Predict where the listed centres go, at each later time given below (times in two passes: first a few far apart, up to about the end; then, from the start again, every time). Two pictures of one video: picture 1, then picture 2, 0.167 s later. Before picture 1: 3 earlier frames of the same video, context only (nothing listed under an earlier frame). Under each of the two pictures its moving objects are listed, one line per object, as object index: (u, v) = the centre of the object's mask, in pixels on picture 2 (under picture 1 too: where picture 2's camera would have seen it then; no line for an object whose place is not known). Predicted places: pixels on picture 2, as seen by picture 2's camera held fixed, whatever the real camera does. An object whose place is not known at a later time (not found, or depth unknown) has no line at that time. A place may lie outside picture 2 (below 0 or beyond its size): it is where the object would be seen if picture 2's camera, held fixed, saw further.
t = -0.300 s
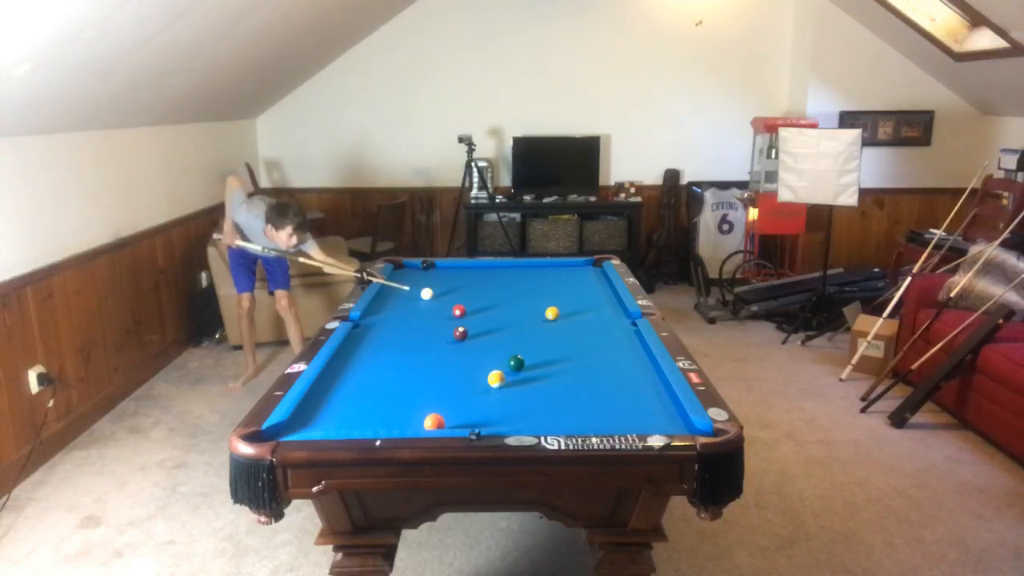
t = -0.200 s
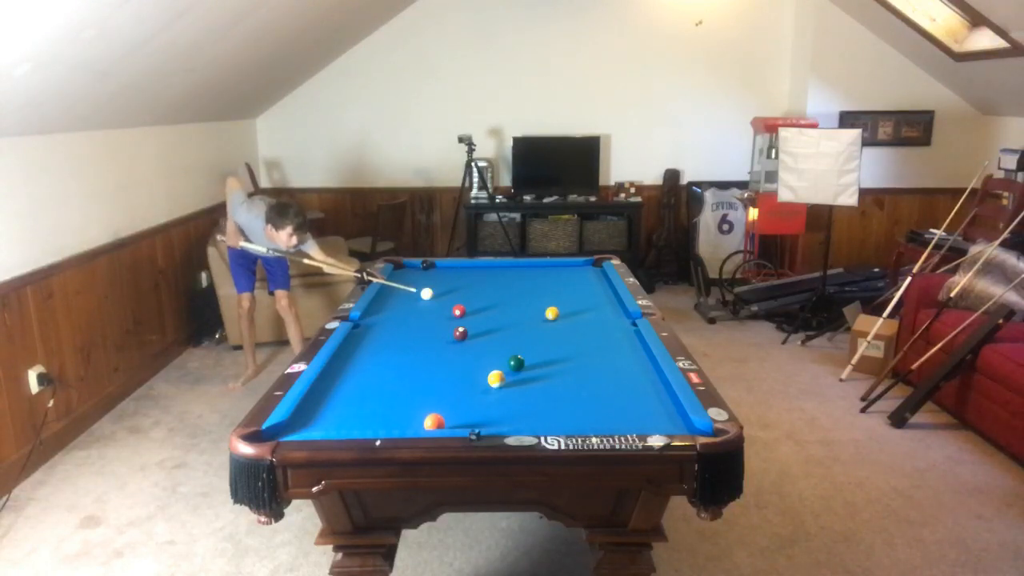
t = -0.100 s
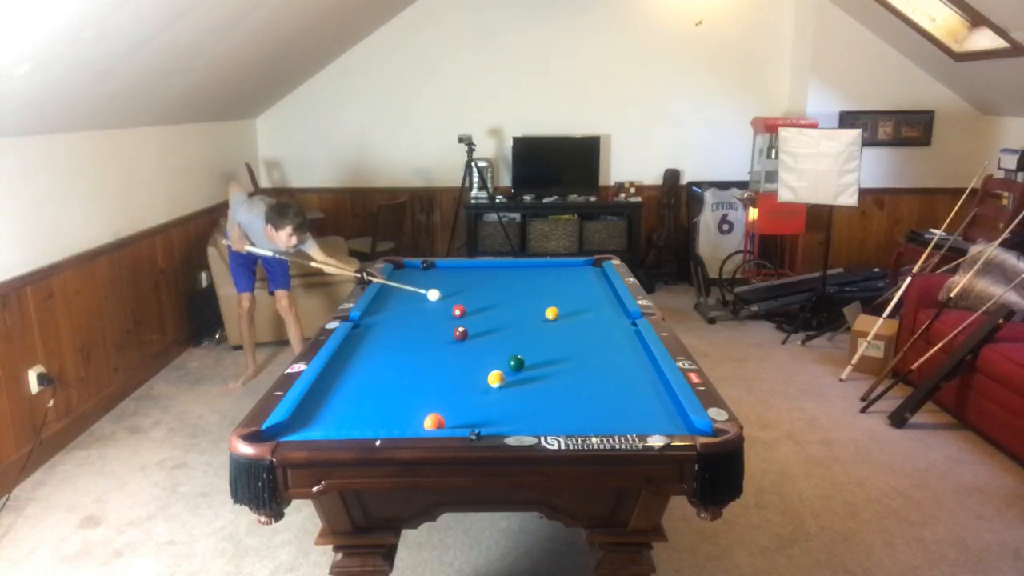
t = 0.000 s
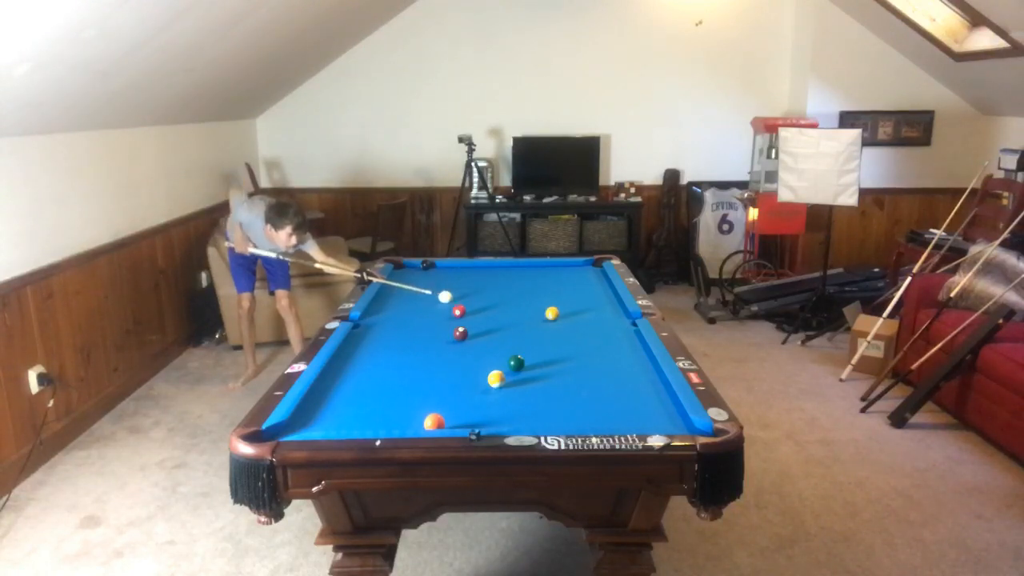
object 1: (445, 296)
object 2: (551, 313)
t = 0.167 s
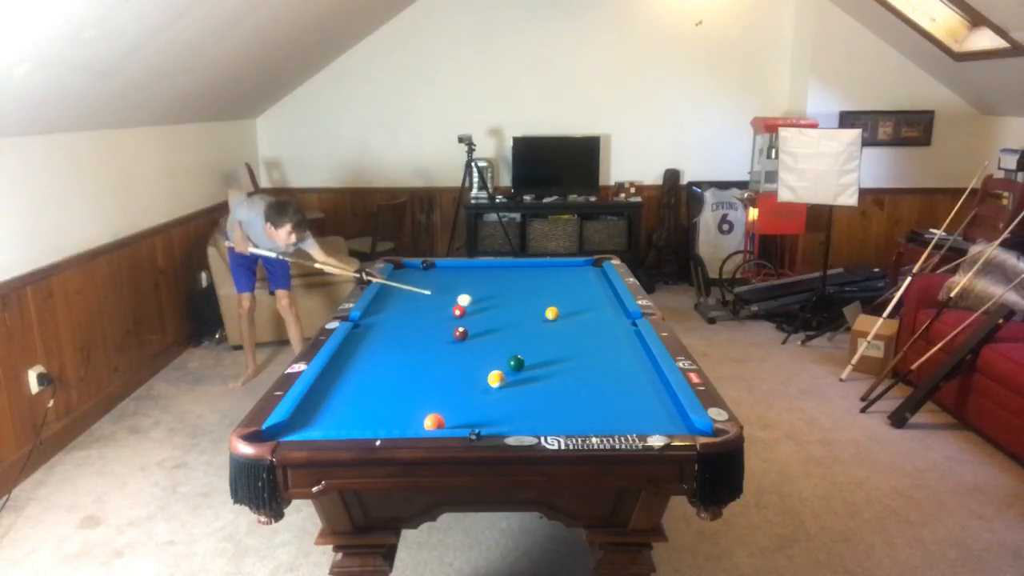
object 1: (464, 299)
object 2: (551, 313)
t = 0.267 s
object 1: (475, 301)
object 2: (551, 313)
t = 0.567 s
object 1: (511, 308)
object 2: (551, 313)
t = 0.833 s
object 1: (538, 313)
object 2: (556, 313)
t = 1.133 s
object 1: (545, 318)
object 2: (580, 314)
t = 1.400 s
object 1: (550, 322)
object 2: (600, 315)
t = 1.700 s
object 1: (556, 326)
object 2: (620, 316)
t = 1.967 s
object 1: (561, 330)
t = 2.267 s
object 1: (565, 333)
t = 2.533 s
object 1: (569, 336)
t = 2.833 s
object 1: (573, 338)
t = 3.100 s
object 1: (575, 340)
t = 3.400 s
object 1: (577, 341)
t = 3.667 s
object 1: (578, 342)
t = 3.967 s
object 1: (579, 342)
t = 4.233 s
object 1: (579, 342)
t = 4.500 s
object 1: (579, 342)
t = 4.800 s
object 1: (579, 342)
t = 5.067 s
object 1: (579, 342)
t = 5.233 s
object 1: (579, 342)
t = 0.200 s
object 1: (468, 300)
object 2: (551, 313)
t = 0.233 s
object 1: (471, 301)
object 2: (551, 313)
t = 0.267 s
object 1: (475, 301)
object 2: (551, 313)
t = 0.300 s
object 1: (480, 302)
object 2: (551, 313)
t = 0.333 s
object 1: (484, 303)
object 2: (551, 313)
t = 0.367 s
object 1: (487, 304)
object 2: (551, 313)
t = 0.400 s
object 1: (491, 304)
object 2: (551, 313)
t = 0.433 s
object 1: (495, 305)
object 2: (551, 313)
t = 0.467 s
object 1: (499, 306)
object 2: (551, 313)
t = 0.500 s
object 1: (503, 306)
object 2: (551, 313)
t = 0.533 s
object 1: (507, 307)
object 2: (551, 313)
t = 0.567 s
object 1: (511, 308)
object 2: (551, 313)
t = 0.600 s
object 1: (515, 308)
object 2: (552, 313)
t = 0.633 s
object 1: (519, 309)
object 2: (551, 313)
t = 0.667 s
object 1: (523, 310)
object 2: (552, 313)
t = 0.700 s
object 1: (527, 311)
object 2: (551, 313)
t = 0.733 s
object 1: (531, 311)
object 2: (551, 313)
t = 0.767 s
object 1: (535, 312)
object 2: (552, 313)
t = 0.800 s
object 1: (537, 313)
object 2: (552, 313)
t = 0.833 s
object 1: (538, 313)
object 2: (556, 313)
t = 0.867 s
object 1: (539, 314)
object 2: (559, 313)
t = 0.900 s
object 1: (540, 314)
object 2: (562, 313)
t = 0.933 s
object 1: (540, 315)
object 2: (564, 313)
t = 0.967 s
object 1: (541, 315)
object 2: (567, 314)
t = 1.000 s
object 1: (542, 316)
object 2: (570, 314)
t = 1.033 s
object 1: (543, 316)
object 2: (572, 314)
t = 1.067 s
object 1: (543, 317)
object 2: (575, 314)
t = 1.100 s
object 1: (544, 317)
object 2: (577, 314)
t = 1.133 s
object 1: (545, 318)
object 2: (580, 314)
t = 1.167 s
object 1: (546, 318)
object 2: (583, 314)
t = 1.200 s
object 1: (546, 319)
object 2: (585, 314)
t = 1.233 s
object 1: (547, 319)
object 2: (587, 315)
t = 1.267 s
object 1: (548, 320)
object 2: (590, 315)
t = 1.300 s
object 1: (548, 320)
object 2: (593, 315)
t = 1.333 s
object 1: (549, 321)
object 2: (595, 315)
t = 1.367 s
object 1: (550, 321)
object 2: (597, 315)
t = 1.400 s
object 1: (550, 322)
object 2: (600, 315)
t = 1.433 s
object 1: (551, 322)
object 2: (602, 315)
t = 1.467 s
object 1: (552, 323)
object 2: (604, 315)
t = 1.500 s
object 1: (552, 323)
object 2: (607, 315)
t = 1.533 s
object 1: (553, 324)
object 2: (609, 316)
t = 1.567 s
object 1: (554, 324)
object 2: (611, 315)
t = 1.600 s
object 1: (554, 325)
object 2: (613, 316)
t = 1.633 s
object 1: (555, 325)
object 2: (615, 316)
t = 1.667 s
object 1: (556, 326)
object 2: (618, 316)
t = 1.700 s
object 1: (556, 326)
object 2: (620, 316)
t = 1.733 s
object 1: (557, 327)
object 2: (622, 316)
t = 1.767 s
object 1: (557, 327)
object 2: (624, 316)
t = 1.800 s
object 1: (558, 328)
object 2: (626, 316)
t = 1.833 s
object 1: (558, 328)
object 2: (628, 316)
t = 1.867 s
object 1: (559, 329)
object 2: (631, 316)
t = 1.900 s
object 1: (560, 329)
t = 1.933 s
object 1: (560, 329)
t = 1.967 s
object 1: (561, 330)
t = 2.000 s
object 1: (561, 330)
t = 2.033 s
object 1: (562, 330)
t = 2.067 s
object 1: (562, 331)
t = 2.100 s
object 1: (563, 331)
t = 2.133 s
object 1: (563, 332)
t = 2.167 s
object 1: (564, 332)
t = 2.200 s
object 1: (564, 332)
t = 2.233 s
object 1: (565, 333)
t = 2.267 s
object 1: (565, 333)
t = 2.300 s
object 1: (566, 333)
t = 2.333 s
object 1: (566, 334)
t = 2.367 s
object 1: (567, 334)
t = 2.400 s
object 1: (567, 334)
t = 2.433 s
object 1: (568, 335)
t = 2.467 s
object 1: (568, 335)
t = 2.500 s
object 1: (569, 335)
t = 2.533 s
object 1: (569, 336)
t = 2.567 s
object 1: (569, 336)
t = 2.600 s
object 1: (570, 336)
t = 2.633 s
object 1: (570, 337)
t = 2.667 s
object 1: (571, 337)
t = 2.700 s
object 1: (571, 337)
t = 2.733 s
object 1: (572, 337)
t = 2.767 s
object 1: (572, 338)
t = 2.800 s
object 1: (572, 338)
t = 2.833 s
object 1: (573, 338)
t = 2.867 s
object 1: (573, 338)
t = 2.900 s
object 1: (573, 339)
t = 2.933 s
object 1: (574, 339)
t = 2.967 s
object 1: (574, 339)
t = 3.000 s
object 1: (574, 339)
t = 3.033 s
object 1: (575, 340)
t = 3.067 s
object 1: (575, 340)
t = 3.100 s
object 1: (575, 340)
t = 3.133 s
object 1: (576, 340)
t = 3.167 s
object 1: (576, 340)
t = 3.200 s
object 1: (576, 340)
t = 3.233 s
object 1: (576, 341)
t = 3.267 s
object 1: (577, 341)
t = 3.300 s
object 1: (577, 341)
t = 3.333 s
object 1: (577, 341)
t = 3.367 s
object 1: (577, 341)
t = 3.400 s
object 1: (577, 341)
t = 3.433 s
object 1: (578, 341)
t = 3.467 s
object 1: (578, 341)
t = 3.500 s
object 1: (578, 341)
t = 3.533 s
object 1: (578, 341)
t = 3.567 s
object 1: (578, 342)
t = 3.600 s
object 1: (578, 342)
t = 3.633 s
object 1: (578, 342)
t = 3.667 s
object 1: (578, 342)
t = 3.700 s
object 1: (578, 342)
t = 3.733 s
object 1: (579, 342)
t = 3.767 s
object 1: (579, 342)
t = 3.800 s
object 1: (579, 342)
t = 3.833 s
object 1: (579, 342)
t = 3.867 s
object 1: (579, 342)
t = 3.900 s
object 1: (579, 342)
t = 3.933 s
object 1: (579, 342)
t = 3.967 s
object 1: (579, 342)
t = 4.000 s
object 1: (579, 342)
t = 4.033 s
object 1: (579, 342)
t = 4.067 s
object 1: (579, 342)
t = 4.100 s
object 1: (579, 342)
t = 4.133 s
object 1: (579, 342)
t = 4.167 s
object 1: (579, 342)
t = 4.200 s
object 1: (579, 342)
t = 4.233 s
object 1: (579, 342)
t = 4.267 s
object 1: (579, 342)
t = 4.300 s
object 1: (579, 342)
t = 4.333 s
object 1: (579, 342)
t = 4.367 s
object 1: (579, 342)
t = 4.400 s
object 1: (579, 342)
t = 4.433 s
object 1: (579, 342)
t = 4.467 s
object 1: (579, 342)
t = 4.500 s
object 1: (579, 342)
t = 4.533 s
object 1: (579, 342)
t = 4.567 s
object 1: (579, 342)
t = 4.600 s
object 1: (579, 342)
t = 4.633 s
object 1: (579, 342)
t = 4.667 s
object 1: (579, 342)
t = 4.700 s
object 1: (579, 342)
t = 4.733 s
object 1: (579, 342)
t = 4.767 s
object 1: (579, 342)
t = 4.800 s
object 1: (579, 342)
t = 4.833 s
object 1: (579, 342)
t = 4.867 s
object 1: (579, 342)
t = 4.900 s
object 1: (579, 342)
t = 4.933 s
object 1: (579, 342)
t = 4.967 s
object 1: (579, 342)
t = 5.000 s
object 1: (579, 342)
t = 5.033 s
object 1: (579, 342)
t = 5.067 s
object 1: (579, 342)
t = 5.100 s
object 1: (579, 342)
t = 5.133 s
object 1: (579, 342)
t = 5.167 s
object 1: (579, 342)
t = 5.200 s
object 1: (579, 342)
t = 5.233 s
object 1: (579, 342)
